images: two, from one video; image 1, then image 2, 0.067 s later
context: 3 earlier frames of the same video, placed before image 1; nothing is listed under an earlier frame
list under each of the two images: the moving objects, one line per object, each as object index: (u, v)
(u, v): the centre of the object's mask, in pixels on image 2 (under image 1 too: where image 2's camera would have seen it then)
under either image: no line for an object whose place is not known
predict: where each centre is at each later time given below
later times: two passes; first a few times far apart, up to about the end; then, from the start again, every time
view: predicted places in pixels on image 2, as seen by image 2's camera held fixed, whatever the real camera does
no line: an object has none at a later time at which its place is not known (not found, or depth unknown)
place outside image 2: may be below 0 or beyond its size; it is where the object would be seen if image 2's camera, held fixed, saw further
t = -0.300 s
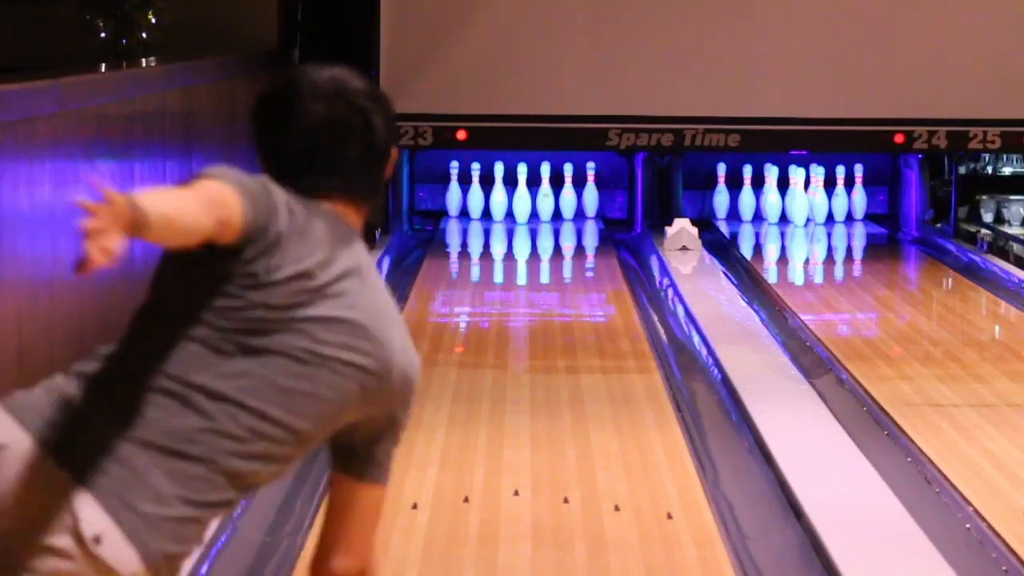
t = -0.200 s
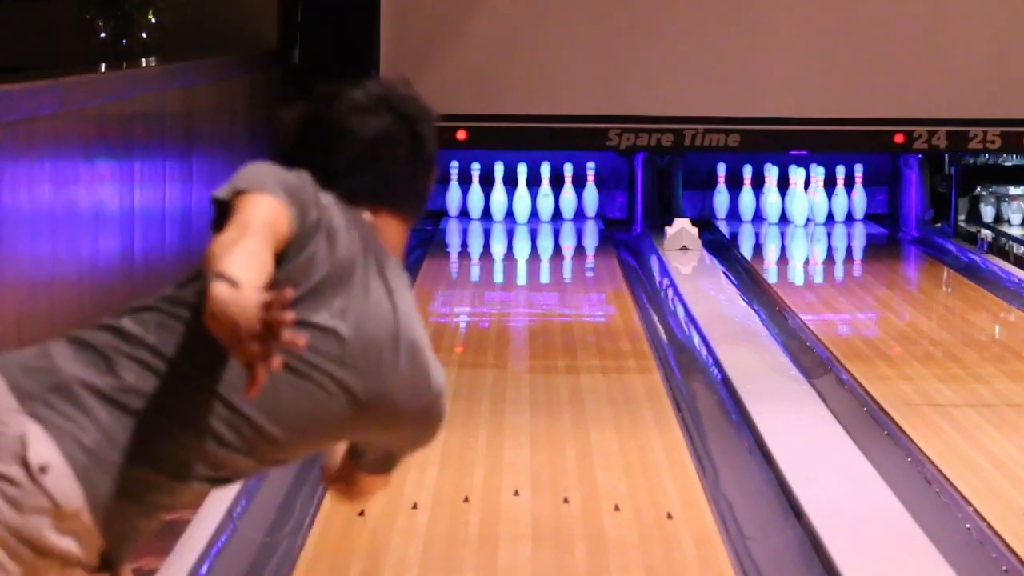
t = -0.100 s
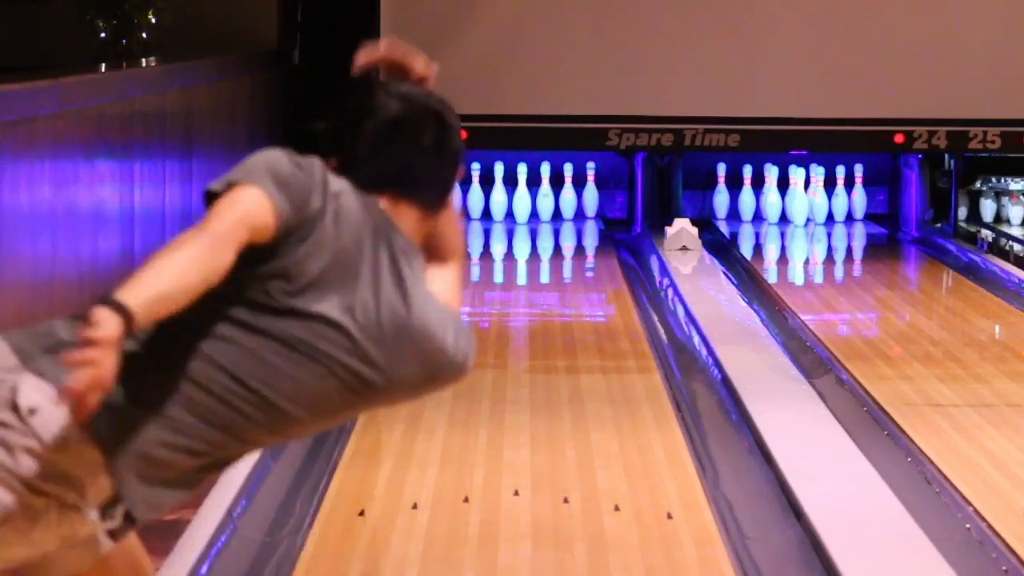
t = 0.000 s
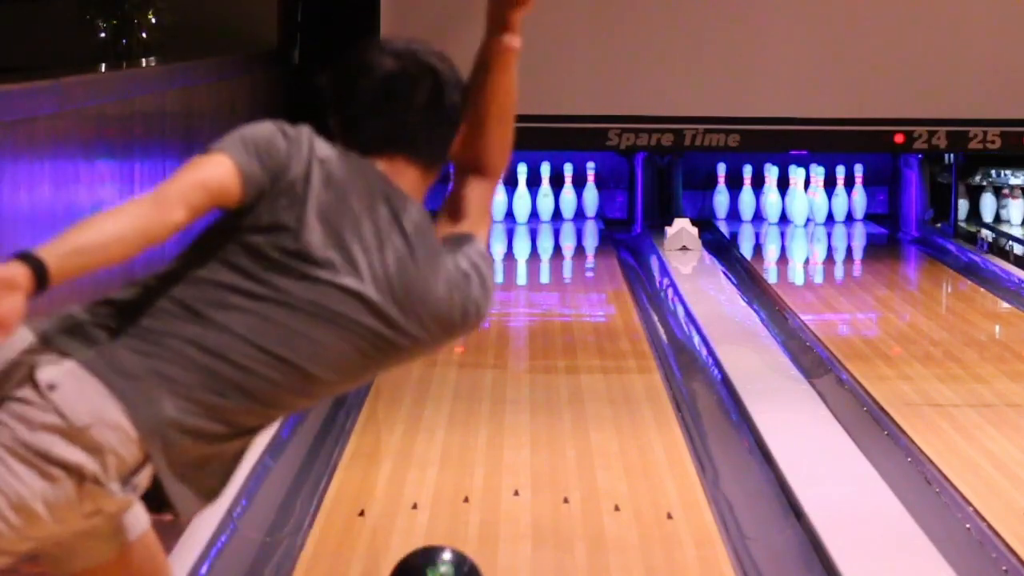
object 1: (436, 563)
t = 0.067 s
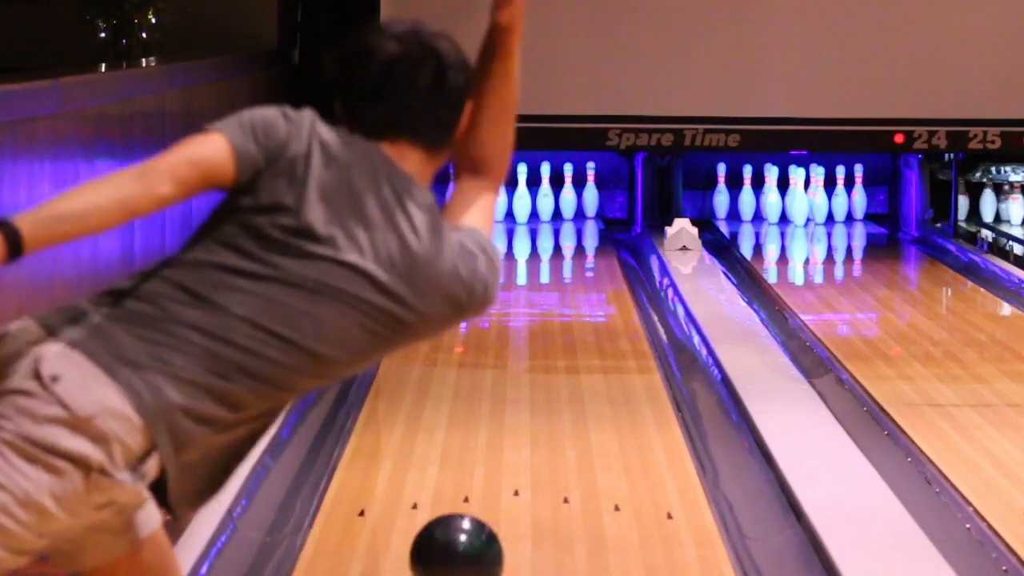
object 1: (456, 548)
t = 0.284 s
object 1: (506, 471)
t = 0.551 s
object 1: (546, 396)
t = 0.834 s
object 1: (571, 339)
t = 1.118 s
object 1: (585, 298)
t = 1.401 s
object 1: (591, 267)
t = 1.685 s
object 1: (585, 241)
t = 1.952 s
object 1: (562, 224)
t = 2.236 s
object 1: (524, 209)
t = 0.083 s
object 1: (461, 544)
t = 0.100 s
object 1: (466, 540)
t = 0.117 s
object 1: (470, 535)
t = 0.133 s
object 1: (474, 529)
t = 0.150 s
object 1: (477, 522)
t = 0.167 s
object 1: (481, 515)
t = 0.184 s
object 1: (485, 508)
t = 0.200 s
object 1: (489, 502)
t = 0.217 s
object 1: (493, 495)
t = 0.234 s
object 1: (496, 489)
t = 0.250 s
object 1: (500, 483)
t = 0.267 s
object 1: (503, 477)
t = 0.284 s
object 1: (506, 471)
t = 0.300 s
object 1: (509, 465)
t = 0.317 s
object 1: (512, 460)
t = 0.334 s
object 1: (515, 455)
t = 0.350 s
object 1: (518, 450)
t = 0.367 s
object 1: (520, 444)
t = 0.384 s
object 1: (523, 439)
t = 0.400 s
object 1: (526, 434)
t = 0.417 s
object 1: (528, 430)
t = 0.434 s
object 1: (530, 425)
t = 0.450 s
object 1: (533, 421)
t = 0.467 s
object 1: (536, 416)
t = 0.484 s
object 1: (538, 412)
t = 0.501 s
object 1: (540, 408)
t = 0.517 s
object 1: (542, 404)
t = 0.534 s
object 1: (544, 400)
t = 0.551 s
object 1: (546, 396)
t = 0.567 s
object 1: (547, 392)
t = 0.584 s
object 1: (549, 388)
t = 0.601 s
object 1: (551, 384)
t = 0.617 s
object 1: (553, 381)
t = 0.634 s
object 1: (555, 377)
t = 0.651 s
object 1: (557, 374)
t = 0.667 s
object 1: (558, 370)
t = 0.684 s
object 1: (559, 367)
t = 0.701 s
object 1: (561, 364)
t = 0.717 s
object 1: (562, 360)
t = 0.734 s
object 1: (564, 357)
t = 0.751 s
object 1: (565, 354)
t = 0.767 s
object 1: (567, 351)
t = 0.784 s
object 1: (568, 348)
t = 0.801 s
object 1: (569, 345)
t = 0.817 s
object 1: (570, 342)
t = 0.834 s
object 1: (571, 339)
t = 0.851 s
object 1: (572, 336)
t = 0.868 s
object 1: (573, 334)
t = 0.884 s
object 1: (574, 331)
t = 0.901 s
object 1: (575, 328)
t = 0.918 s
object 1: (576, 326)
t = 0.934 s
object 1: (577, 323)
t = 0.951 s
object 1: (578, 320)
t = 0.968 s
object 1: (579, 318)
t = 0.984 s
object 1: (580, 315)
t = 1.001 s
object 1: (580, 313)
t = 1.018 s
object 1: (581, 311)
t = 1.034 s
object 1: (582, 309)
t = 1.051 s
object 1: (583, 306)
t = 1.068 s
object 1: (583, 304)
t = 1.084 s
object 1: (584, 302)
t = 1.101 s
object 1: (585, 300)
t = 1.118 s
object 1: (585, 298)
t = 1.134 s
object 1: (586, 296)
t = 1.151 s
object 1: (586, 294)
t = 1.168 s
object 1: (587, 292)
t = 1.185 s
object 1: (587, 290)
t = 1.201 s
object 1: (588, 288)
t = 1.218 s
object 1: (588, 286)
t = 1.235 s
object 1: (588, 284)
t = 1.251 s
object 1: (589, 282)
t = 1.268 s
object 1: (589, 280)
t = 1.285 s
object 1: (590, 279)
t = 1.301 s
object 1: (590, 277)
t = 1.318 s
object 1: (591, 276)
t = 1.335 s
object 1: (591, 274)
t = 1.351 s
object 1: (591, 272)
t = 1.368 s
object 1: (591, 270)
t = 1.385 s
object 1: (591, 268)
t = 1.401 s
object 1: (591, 267)
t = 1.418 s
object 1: (591, 265)
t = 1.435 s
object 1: (592, 263)
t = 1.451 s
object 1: (592, 262)
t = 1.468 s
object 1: (592, 260)
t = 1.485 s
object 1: (592, 259)
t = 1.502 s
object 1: (592, 257)
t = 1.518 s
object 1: (591, 256)
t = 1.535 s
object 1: (591, 254)
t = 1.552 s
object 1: (591, 253)
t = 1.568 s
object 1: (590, 251)
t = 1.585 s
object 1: (590, 250)
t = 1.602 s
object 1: (589, 249)
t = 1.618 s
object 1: (588, 247)
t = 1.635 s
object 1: (588, 246)
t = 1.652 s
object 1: (587, 244)
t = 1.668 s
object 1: (585, 243)
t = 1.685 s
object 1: (585, 241)
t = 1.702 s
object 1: (584, 240)
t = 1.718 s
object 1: (583, 239)
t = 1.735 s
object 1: (582, 237)
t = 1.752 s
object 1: (581, 236)
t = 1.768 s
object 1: (580, 235)
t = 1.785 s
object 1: (578, 234)
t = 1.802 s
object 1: (577, 233)
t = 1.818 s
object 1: (575, 232)
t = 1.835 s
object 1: (574, 231)
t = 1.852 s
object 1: (573, 230)
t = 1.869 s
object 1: (571, 228)
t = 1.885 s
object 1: (569, 227)
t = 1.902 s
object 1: (567, 227)
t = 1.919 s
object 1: (566, 226)
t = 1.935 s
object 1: (564, 225)
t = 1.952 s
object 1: (562, 224)
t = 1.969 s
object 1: (560, 222)
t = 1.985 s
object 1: (558, 221)
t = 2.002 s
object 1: (555, 220)
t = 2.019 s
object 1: (554, 219)
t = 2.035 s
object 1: (552, 219)
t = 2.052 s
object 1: (549, 217)
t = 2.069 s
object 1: (547, 217)
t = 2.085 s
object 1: (545, 216)
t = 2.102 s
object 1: (542, 215)
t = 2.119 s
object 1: (540, 214)
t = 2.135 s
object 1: (538, 213)
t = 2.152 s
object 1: (535, 212)
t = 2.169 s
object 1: (533, 211)
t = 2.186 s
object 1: (531, 211)
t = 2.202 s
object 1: (528, 210)
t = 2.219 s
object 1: (526, 209)
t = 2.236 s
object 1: (524, 209)
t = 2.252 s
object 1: (524, 208)
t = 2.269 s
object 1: (523, 206)
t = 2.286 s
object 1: (522, 207)
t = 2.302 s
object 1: (520, 207)
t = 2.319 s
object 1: (520, 206)
